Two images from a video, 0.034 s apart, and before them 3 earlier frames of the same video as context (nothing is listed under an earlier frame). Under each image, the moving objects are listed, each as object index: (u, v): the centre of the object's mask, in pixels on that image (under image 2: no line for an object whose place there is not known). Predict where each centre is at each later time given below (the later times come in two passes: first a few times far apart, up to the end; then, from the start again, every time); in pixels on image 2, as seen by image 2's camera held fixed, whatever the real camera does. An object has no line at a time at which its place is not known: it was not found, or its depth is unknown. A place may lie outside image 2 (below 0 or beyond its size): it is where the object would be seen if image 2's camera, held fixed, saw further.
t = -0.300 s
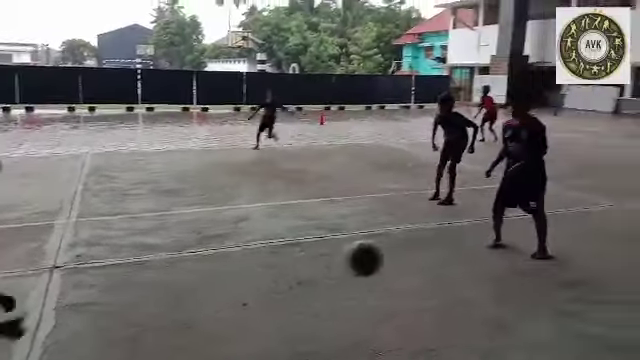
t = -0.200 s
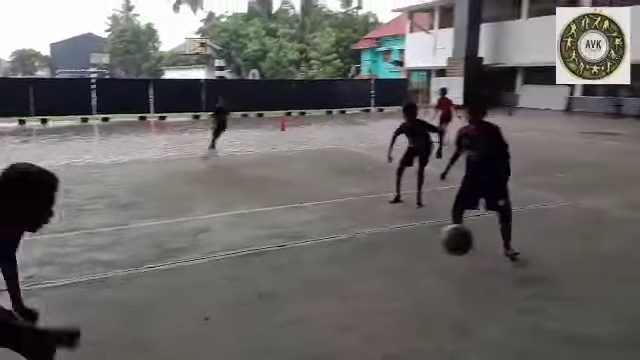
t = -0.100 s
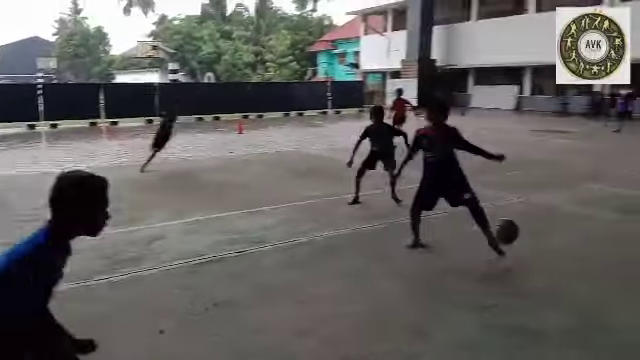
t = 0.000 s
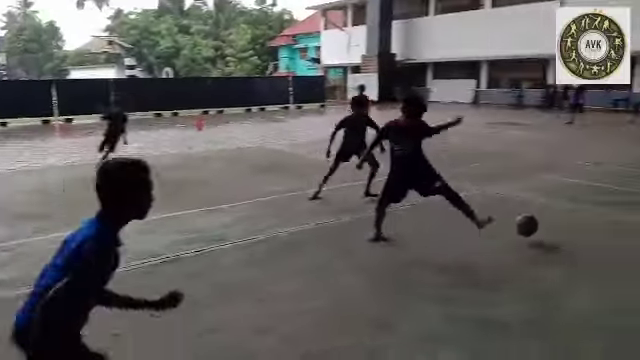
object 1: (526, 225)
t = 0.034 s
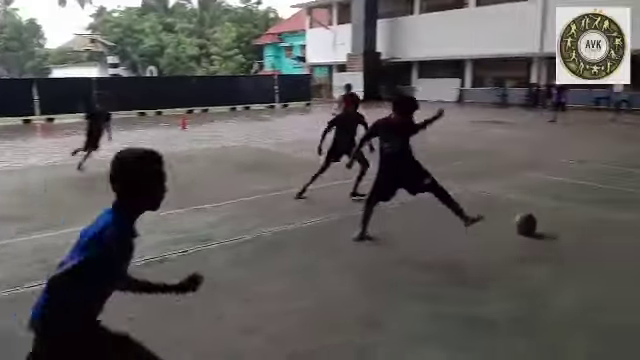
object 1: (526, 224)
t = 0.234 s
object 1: (574, 178)
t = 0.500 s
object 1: (619, 168)
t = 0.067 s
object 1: (536, 211)
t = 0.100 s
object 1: (545, 201)
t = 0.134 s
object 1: (553, 194)
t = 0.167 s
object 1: (560, 188)
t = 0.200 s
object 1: (568, 182)
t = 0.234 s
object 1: (574, 178)
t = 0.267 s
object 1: (580, 175)
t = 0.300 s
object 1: (586, 174)
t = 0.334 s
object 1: (593, 174)
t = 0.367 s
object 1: (598, 174)
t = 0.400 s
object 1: (603, 176)
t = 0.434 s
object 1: (608, 180)
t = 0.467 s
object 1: (613, 173)
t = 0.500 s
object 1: (619, 168)
